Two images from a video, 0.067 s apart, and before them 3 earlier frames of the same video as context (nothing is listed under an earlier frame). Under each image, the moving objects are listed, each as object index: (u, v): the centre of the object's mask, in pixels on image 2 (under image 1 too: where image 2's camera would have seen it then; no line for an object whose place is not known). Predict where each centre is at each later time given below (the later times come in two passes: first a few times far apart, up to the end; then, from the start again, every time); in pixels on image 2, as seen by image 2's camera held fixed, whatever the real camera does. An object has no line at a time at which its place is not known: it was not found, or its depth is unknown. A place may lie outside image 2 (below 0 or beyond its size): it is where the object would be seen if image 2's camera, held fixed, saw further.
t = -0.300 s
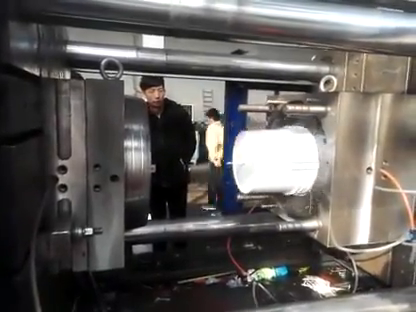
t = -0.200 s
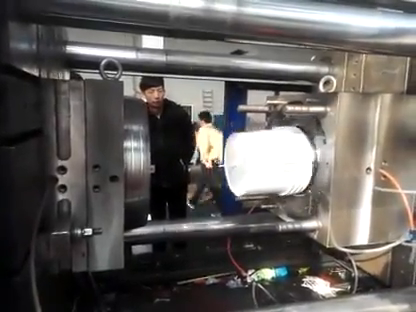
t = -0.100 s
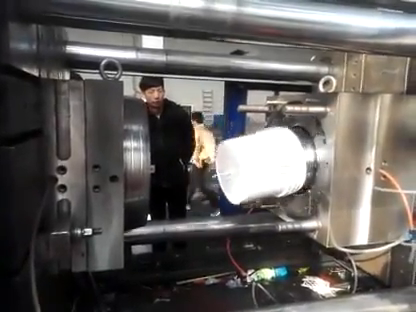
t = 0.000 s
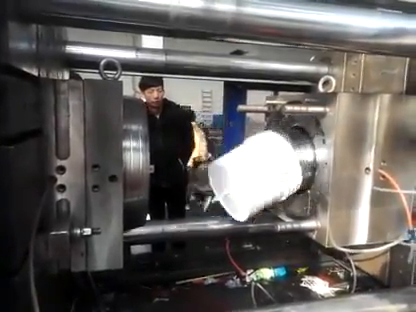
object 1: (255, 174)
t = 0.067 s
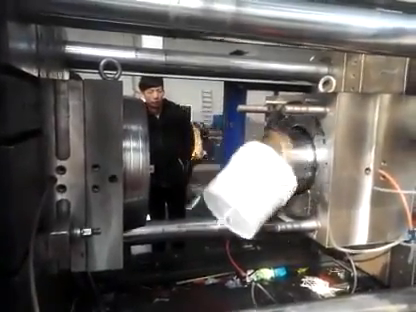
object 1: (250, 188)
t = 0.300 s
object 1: (221, 280)
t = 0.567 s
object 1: (213, 291)
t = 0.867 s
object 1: (208, 294)
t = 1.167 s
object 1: (210, 297)
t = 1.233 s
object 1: (210, 297)
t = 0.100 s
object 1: (246, 198)
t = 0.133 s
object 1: (242, 210)
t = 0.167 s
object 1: (238, 224)
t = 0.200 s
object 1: (233, 246)
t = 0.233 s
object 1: (229, 267)
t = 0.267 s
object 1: (224, 277)
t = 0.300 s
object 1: (221, 280)
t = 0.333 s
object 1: (222, 277)
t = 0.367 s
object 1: (223, 277)
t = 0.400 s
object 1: (225, 279)
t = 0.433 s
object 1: (224, 284)
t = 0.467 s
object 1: (220, 288)
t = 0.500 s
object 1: (215, 291)
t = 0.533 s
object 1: (212, 293)
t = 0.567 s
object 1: (213, 291)
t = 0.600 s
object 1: (214, 290)
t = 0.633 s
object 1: (214, 291)
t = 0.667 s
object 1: (214, 292)
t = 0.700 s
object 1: (215, 295)
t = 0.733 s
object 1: (213, 294)
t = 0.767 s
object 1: (211, 293)
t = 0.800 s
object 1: (210, 294)
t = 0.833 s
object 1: (209, 294)
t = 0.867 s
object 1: (208, 294)
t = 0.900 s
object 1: (208, 296)
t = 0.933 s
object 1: (207, 297)
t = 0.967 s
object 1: (207, 296)
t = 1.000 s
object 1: (208, 297)
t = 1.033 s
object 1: (209, 297)
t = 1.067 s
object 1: (210, 297)
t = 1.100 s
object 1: (210, 297)
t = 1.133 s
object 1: (210, 297)
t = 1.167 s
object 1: (210, 297)
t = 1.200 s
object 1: (210, 297)
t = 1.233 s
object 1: (210, 297)
